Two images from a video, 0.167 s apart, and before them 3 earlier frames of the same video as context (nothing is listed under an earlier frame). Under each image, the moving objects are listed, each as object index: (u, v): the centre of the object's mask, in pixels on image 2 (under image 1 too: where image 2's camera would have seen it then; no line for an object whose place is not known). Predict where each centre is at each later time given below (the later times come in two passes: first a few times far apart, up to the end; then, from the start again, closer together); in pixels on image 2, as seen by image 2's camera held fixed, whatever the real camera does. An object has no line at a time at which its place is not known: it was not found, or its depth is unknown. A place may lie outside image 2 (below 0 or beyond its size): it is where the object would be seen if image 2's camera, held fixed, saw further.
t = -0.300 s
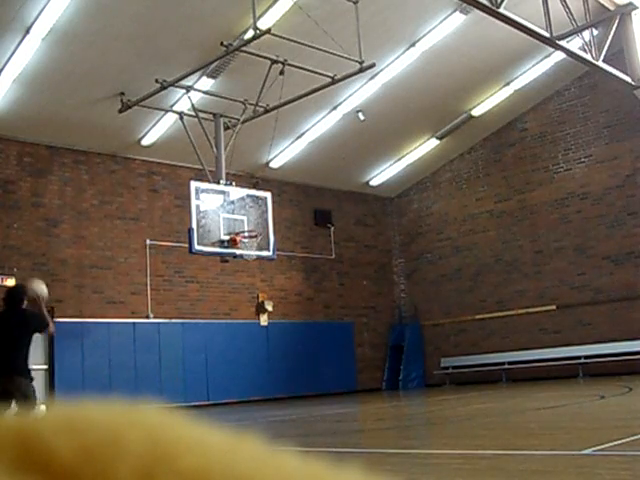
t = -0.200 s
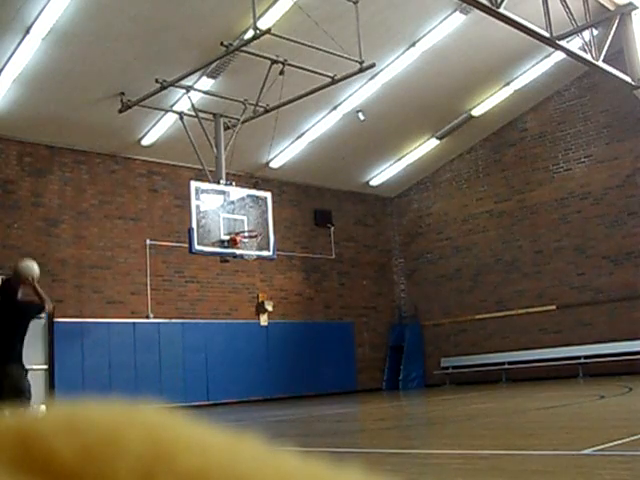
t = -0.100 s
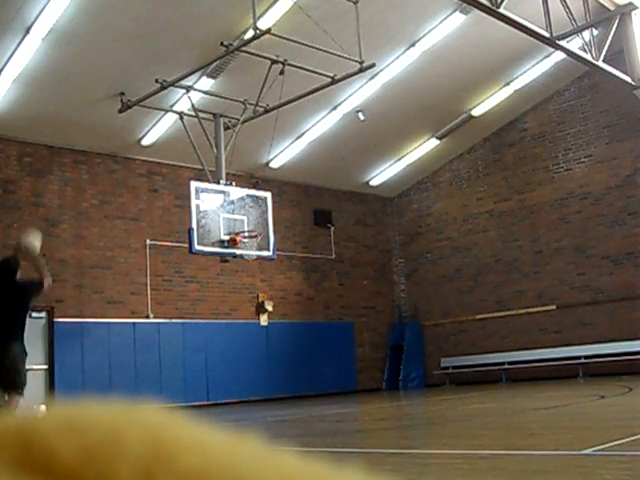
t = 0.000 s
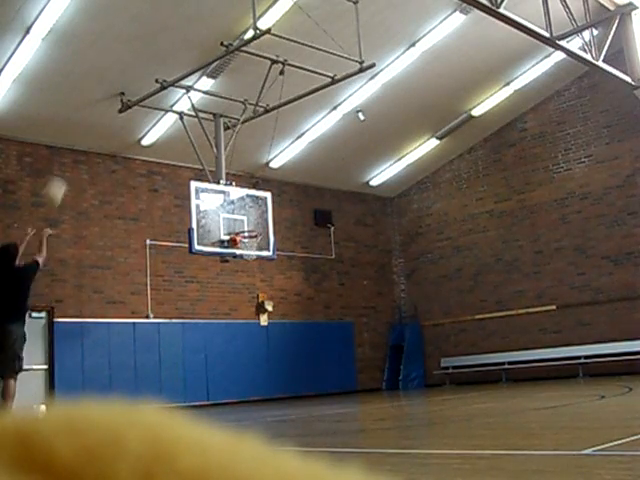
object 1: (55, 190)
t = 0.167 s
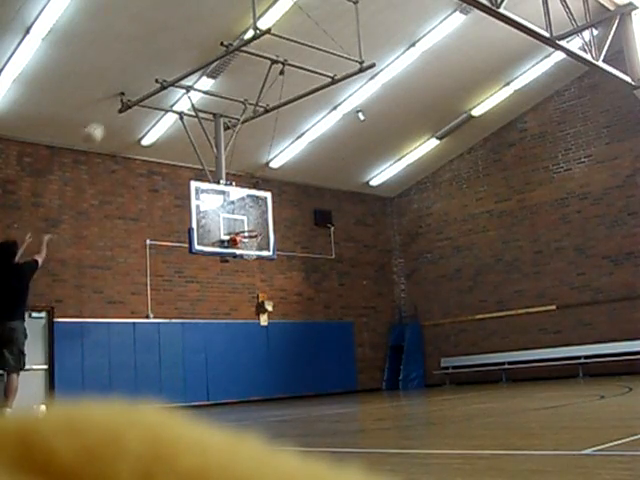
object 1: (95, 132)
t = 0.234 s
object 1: (107, 119)
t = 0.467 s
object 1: (150, 98)
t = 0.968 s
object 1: (223, 162)
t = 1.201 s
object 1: (251, 233)
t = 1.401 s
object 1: (273, 310)
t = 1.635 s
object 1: (294, 389)
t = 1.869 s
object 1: (297, 331)
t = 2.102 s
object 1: (301, 303)
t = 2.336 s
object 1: (307, 304)
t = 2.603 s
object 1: (315, 336)
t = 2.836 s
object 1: (324, 390)
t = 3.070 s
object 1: (327, 363)
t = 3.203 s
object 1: (328, 353)
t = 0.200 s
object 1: (102, 124)
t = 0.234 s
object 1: (107, 119)
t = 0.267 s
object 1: (114, 112)
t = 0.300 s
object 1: (120, 108)
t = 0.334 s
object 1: (127, 104)
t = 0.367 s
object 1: (133, 100)
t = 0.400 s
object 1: (138, 99)
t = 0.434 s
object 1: (144, 97)
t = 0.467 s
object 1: (150, 98)
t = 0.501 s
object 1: (154, 97)
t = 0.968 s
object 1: (223, 162)
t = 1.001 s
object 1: (228, 172)
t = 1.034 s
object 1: (232, 180)
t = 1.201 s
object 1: (251, 233)
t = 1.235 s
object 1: (255, 244)
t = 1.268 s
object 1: (260, 261)
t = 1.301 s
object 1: (261, 270)
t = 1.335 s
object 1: (264, 283)
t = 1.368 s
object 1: (270, 297)
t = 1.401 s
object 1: (273, 310)
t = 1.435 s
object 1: (277, 326)
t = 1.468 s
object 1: (280, 341)
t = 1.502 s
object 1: (283, 356)
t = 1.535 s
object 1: (287, 371)
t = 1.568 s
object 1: (291, 386)
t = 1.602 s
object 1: (293, 398)
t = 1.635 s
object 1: (294, 389)
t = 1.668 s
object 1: (294, 379)
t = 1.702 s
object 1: (294, 369)
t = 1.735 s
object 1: (295, 361)
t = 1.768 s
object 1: (295, 353)
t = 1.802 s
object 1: (296, 345)
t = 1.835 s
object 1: (296, 338)
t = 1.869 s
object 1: (297, 331)
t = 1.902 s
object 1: (297, 326)
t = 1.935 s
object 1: (298, 320)
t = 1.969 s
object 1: (298, 315)
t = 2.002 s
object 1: (299, 312)
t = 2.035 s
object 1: (300, 308)
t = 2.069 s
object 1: (301, 306)
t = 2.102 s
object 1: (301, 303)
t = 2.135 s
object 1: (302, 302)
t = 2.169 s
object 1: (303, 301)
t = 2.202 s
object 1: (304, 301)
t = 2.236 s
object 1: (304, 301)
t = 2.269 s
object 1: (305, 301)
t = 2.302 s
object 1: (306, 302)
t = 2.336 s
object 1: (307, 304)
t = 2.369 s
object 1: (308, 306)
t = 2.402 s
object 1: (309, 309)
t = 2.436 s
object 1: (310, 312)
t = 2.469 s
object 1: (311, 316)
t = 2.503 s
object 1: (312, 320)
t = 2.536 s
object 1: (313, 325)
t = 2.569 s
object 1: (314, 330)
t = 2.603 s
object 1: (315, 336)
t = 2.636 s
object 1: (316, 342)
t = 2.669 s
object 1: (317, 349)
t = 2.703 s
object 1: (319, 356)
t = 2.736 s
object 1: (320, 364)
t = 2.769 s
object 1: (321, 372)
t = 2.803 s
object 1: (323, 380)
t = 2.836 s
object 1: (324, 390)
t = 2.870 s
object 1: (325, 392)
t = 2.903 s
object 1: (325, 386)
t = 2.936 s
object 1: (325, 381)
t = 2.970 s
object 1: (326, 375)
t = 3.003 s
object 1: (326, 371)
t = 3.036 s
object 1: (326, 367)
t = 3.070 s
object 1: (327, 363)
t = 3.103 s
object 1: (327, 359)
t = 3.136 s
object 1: (327, 357)
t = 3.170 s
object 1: (328, 355)
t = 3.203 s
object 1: (328, 353)
